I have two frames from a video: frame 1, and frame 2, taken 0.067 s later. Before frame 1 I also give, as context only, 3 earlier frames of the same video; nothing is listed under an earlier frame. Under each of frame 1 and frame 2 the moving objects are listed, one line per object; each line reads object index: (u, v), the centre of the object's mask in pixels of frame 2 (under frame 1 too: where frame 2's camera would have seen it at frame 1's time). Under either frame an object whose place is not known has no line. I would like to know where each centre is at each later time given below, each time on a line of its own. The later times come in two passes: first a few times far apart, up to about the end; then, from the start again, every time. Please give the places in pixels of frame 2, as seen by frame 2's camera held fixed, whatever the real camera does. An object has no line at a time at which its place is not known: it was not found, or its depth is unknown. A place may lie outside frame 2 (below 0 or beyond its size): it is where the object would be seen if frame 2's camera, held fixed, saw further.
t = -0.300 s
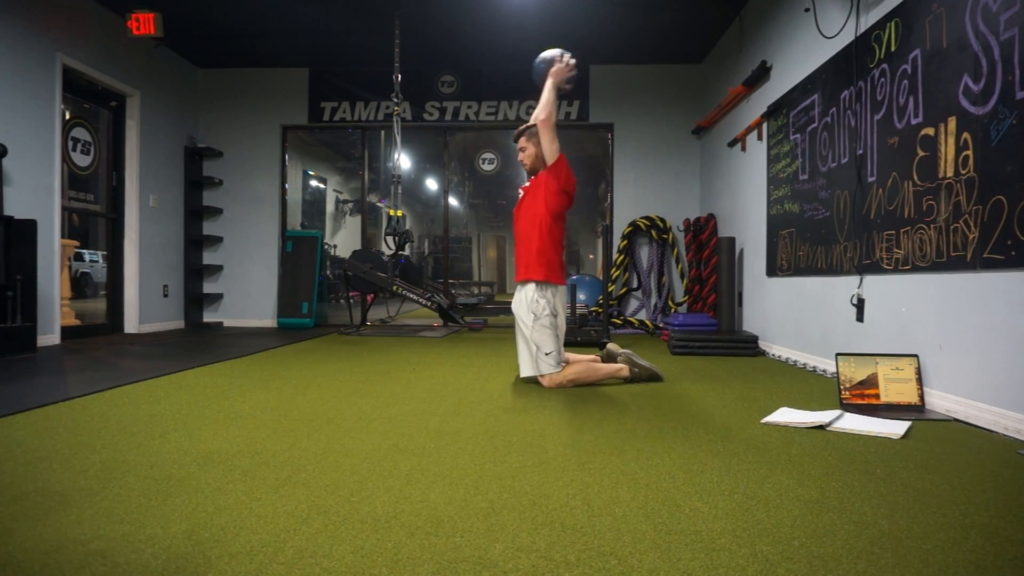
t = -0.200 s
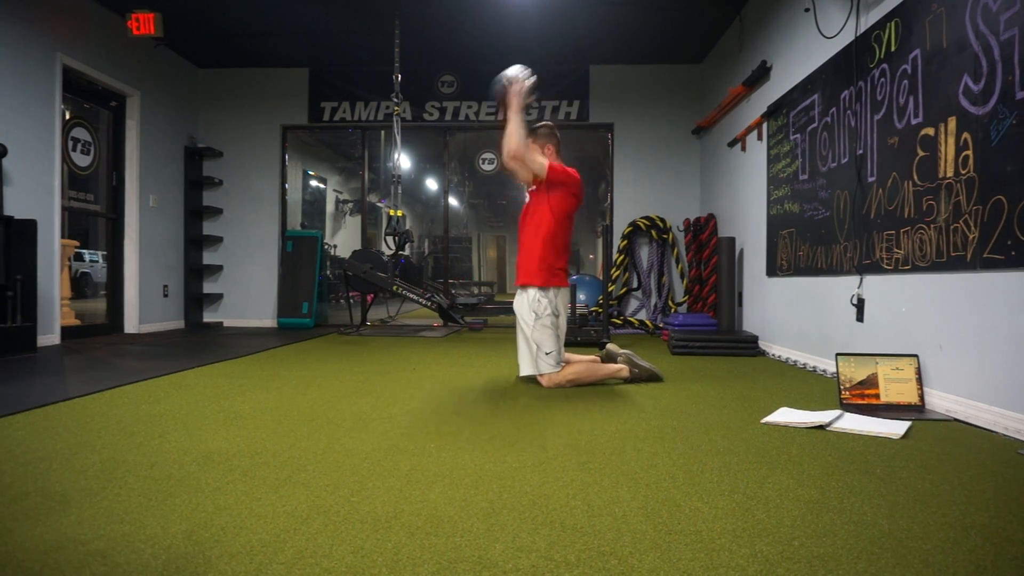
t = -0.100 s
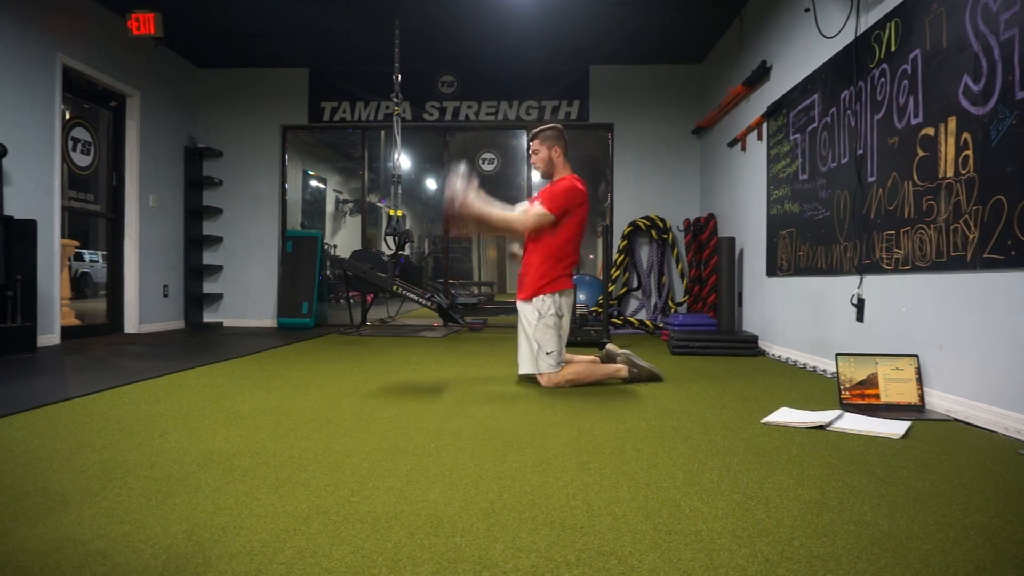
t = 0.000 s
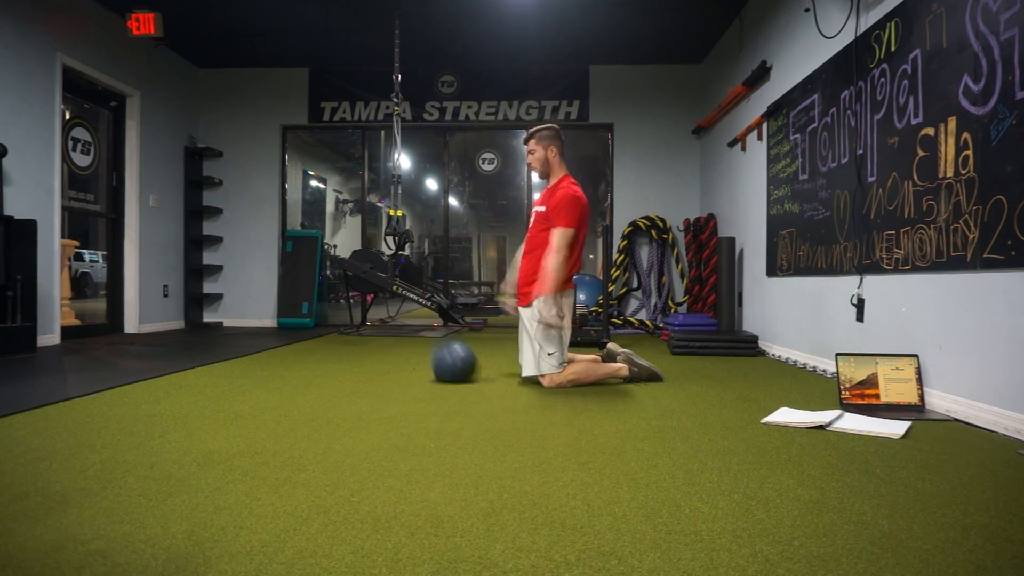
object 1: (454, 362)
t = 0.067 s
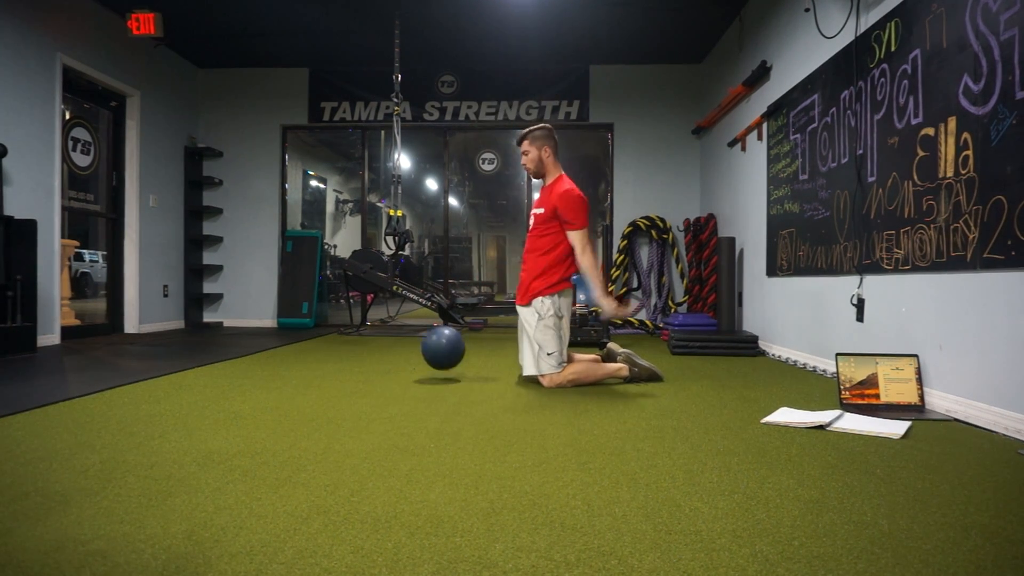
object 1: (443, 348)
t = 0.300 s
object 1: (437, 352)
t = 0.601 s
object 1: (400, 358)
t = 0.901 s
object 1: (395, 359)
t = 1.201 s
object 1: (400, 359)
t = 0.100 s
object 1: (441, 344)
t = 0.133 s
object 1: (440, 343)
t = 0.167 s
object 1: (440, 342)
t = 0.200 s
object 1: (440, 342)
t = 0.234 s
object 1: (440, 344)
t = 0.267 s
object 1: (439, 347)
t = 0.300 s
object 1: (437, 352)
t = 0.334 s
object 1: (435, 360)
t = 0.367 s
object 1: (430, 360)
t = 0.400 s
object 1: (425, 358)
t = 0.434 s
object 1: (420, 359)
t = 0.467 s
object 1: (414, 359)
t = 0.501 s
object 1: (410, 359)
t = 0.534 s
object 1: (406, 358)
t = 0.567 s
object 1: (403, 358)
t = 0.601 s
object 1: (400, 358)
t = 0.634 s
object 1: (398, 359)
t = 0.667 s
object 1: (396, 359)
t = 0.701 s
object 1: (395, 359)
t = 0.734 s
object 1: (394, 359)
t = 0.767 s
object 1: (394, 359)
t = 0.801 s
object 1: (394, 359)
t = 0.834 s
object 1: (394, 359)
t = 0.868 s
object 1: (395, 359)
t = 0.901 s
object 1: (395, 359)
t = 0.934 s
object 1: (396, 359)
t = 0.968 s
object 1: (397, 359)
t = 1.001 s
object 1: (397, 359)
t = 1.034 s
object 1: (398, 359)
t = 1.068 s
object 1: (399, 359)
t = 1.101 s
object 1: (399, 359)
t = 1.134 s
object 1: (400, 359)
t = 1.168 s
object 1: (400, 359)
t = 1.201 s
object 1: (400, 359)
